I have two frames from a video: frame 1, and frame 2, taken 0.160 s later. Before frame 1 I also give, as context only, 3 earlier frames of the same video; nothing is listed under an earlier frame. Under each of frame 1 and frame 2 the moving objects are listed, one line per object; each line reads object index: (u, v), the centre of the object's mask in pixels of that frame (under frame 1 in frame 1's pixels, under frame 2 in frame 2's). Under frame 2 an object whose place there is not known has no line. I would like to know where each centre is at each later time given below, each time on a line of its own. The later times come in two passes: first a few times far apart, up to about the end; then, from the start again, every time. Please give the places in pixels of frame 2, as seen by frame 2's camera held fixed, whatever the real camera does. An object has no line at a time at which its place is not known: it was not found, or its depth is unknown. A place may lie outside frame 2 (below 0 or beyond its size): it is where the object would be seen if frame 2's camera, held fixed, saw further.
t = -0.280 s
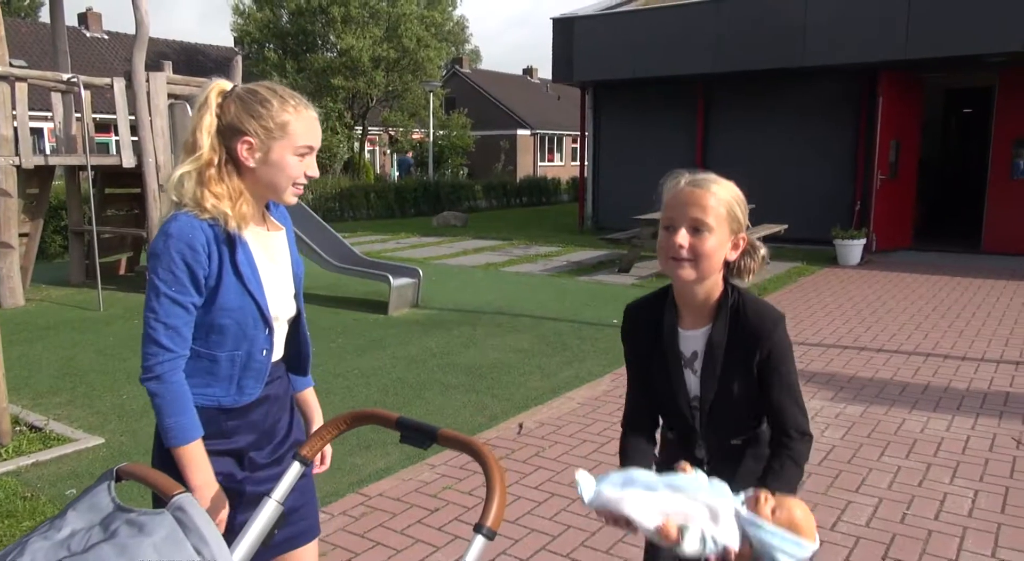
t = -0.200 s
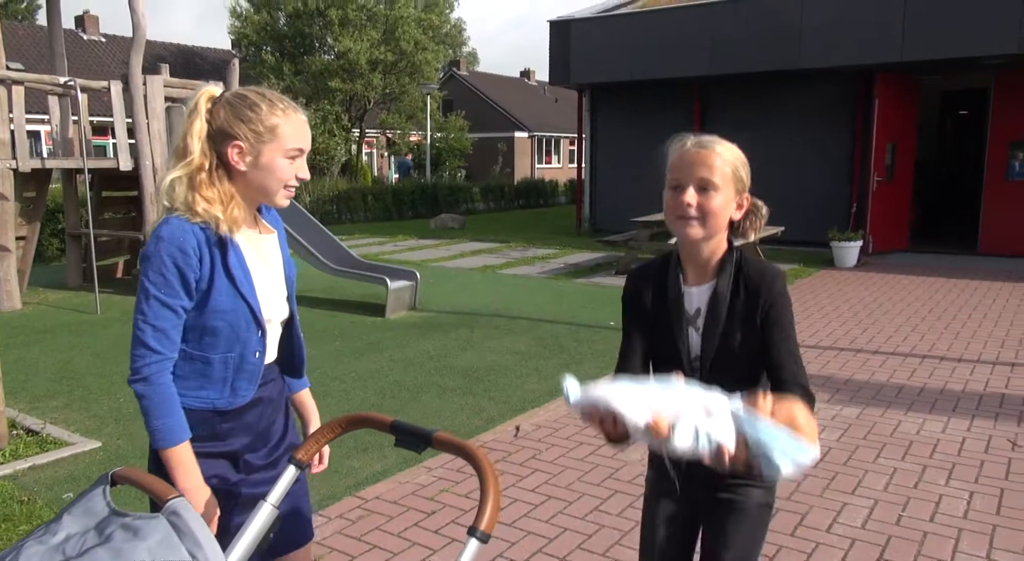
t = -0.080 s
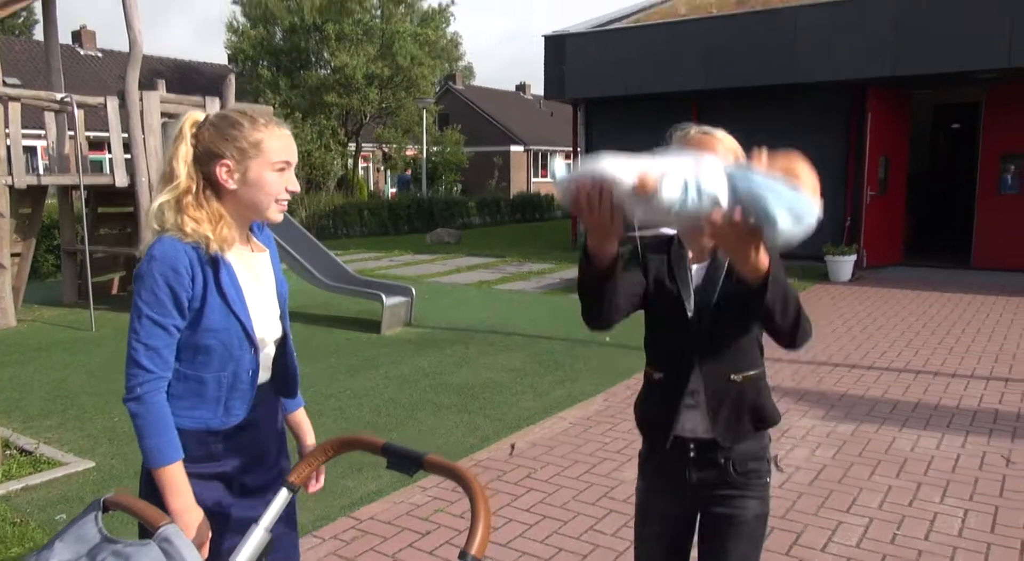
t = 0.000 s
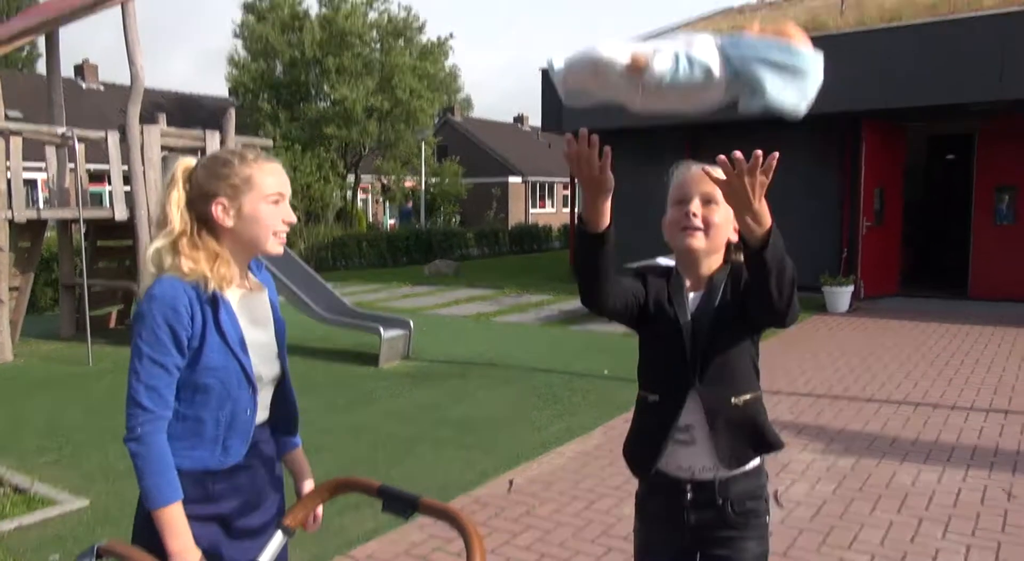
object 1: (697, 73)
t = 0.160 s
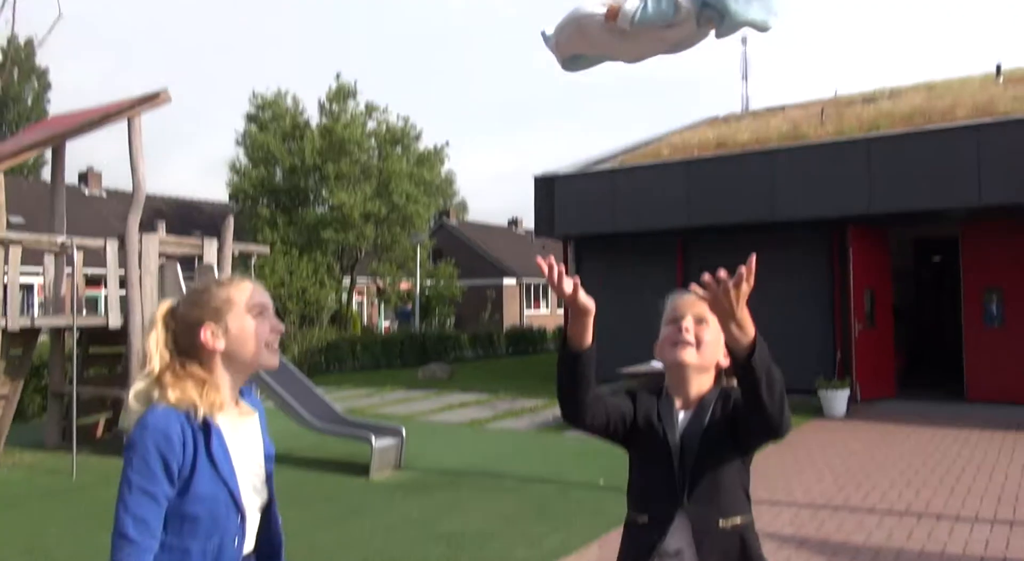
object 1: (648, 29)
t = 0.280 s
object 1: (664, -15)
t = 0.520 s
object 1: (666, 151)
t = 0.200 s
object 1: (653, 4)
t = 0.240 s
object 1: (662, -12)
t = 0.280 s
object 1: (664, -15)
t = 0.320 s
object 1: (662, -9)
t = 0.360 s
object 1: (662, 9)
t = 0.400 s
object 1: (663, 34)
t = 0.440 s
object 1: (663, 64)
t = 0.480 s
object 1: (664, 104)
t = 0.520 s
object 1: (666, 151)
